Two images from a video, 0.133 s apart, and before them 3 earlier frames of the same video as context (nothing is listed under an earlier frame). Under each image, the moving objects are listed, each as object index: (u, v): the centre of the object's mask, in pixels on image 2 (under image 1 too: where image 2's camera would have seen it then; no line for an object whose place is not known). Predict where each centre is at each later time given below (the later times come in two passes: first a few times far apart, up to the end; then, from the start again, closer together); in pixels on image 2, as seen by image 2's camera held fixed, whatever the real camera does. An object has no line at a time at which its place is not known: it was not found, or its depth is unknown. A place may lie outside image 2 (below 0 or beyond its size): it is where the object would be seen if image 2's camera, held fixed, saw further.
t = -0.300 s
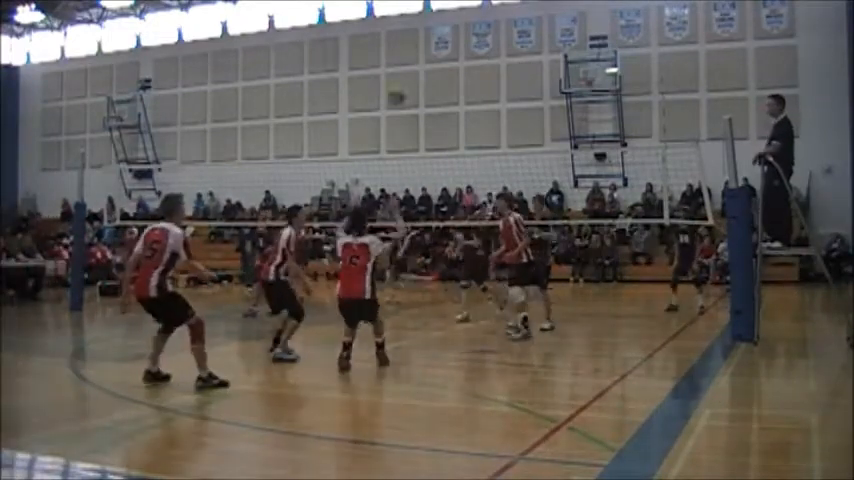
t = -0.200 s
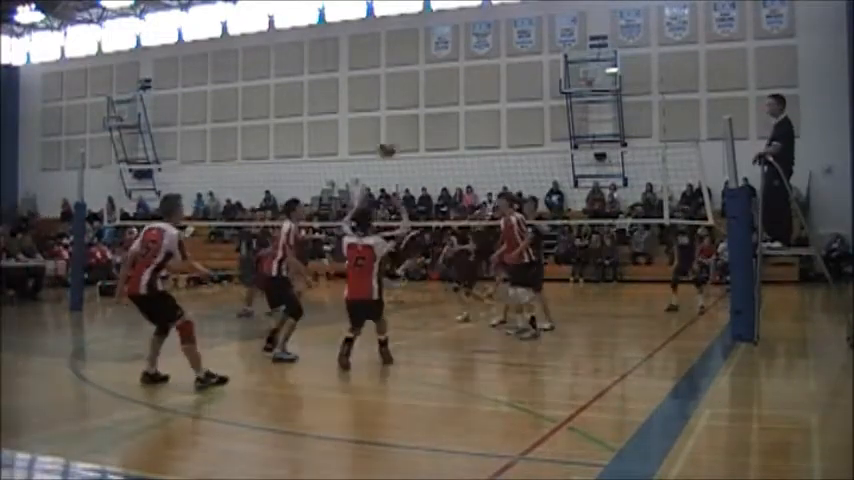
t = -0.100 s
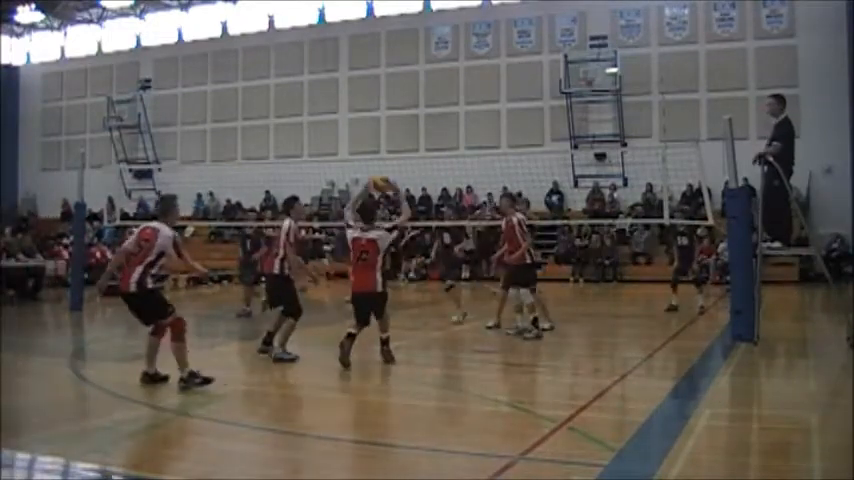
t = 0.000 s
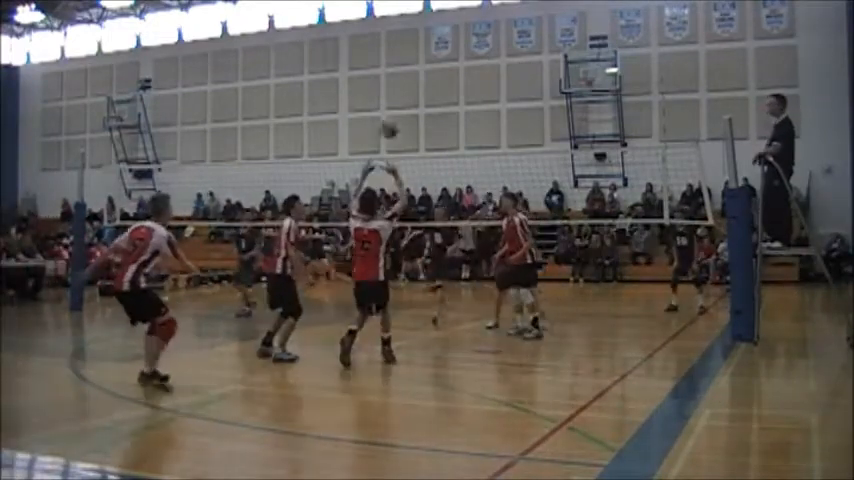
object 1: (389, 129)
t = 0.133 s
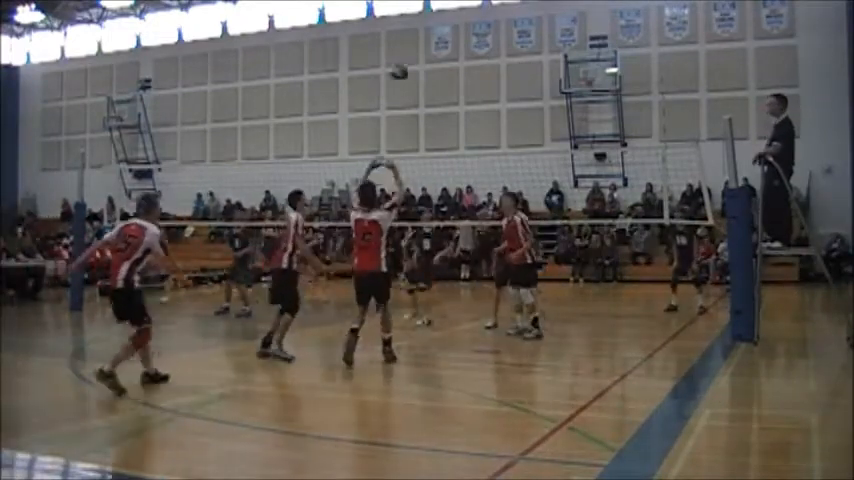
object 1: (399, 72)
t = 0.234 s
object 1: (407, 43)
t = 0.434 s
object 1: (423, 12)
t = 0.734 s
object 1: (443, 33)
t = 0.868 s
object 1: (449, 66)
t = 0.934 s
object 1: (455, 87)
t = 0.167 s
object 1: (402, 61)
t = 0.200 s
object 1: (406, 52)
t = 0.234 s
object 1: (407, 43)
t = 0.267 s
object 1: (409, 35)
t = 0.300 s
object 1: (412, 28)
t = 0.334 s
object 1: (415, 23)
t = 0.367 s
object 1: (418, 19)
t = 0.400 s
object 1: (420, 15)
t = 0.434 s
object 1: (423, 12)
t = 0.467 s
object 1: (424, 12)
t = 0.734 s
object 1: (443, 33)
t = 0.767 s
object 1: (445, 40)
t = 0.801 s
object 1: (447, 48)
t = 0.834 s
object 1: (448, 56)
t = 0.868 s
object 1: (449, 66)
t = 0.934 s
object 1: (455, 87)
